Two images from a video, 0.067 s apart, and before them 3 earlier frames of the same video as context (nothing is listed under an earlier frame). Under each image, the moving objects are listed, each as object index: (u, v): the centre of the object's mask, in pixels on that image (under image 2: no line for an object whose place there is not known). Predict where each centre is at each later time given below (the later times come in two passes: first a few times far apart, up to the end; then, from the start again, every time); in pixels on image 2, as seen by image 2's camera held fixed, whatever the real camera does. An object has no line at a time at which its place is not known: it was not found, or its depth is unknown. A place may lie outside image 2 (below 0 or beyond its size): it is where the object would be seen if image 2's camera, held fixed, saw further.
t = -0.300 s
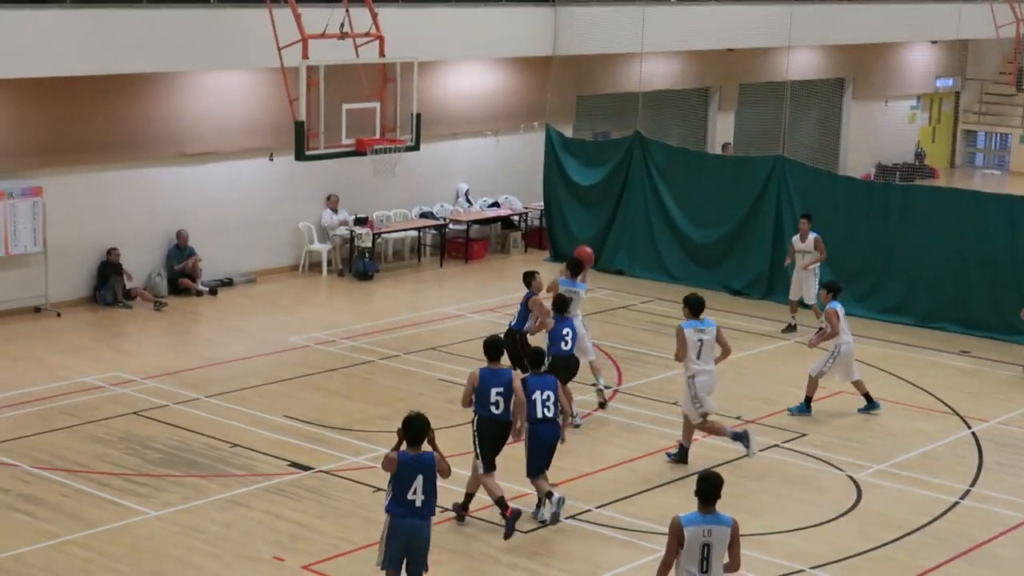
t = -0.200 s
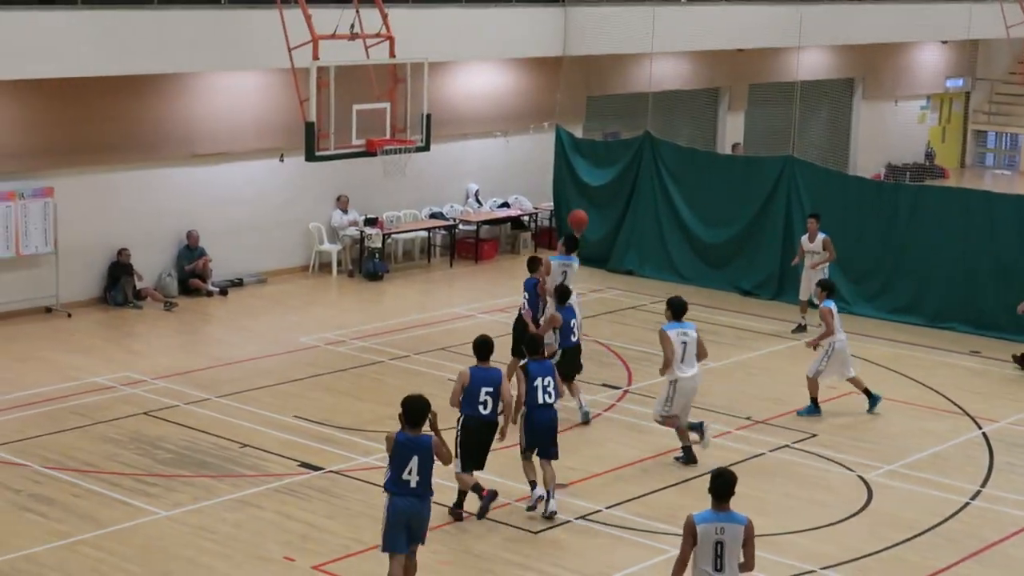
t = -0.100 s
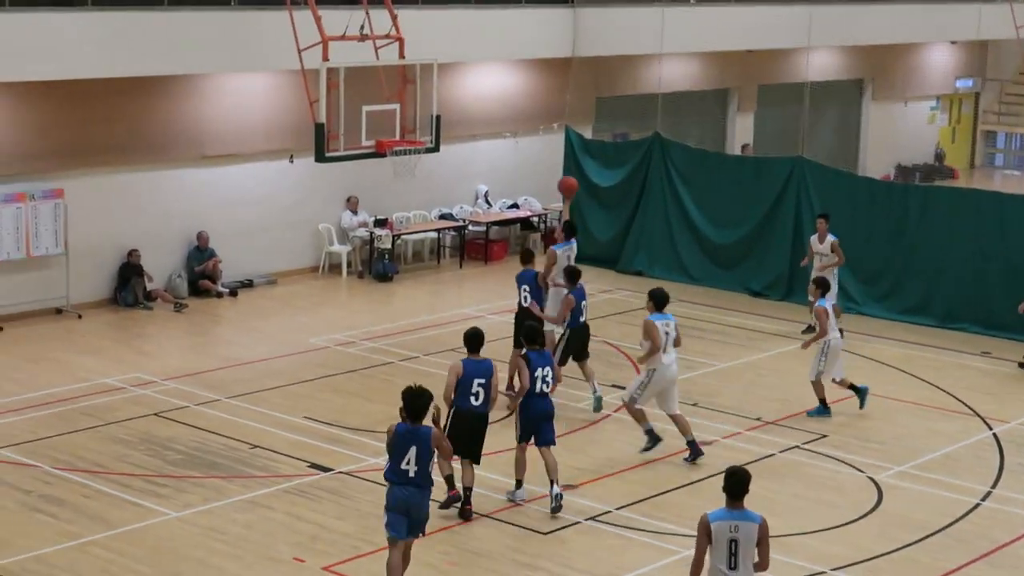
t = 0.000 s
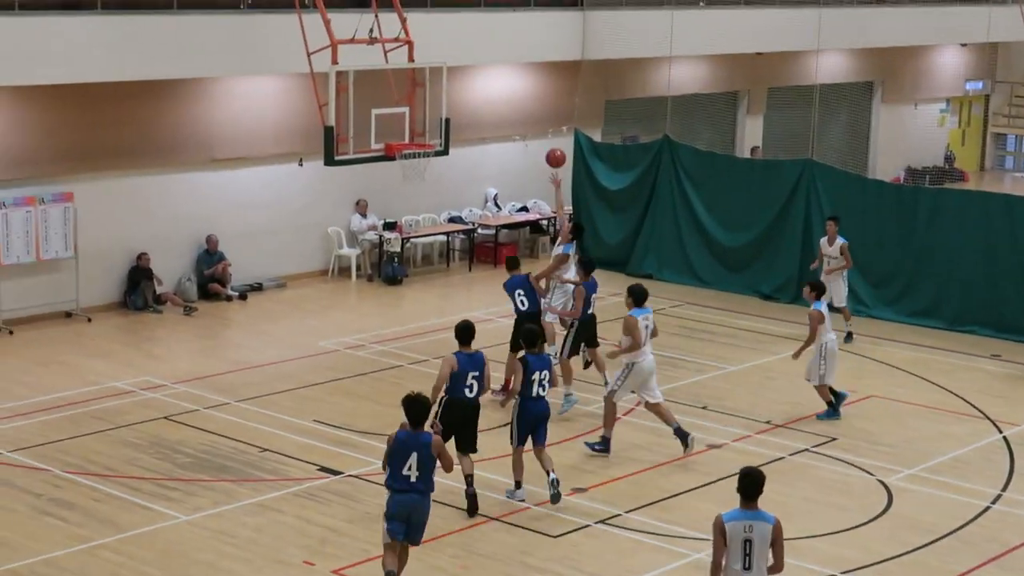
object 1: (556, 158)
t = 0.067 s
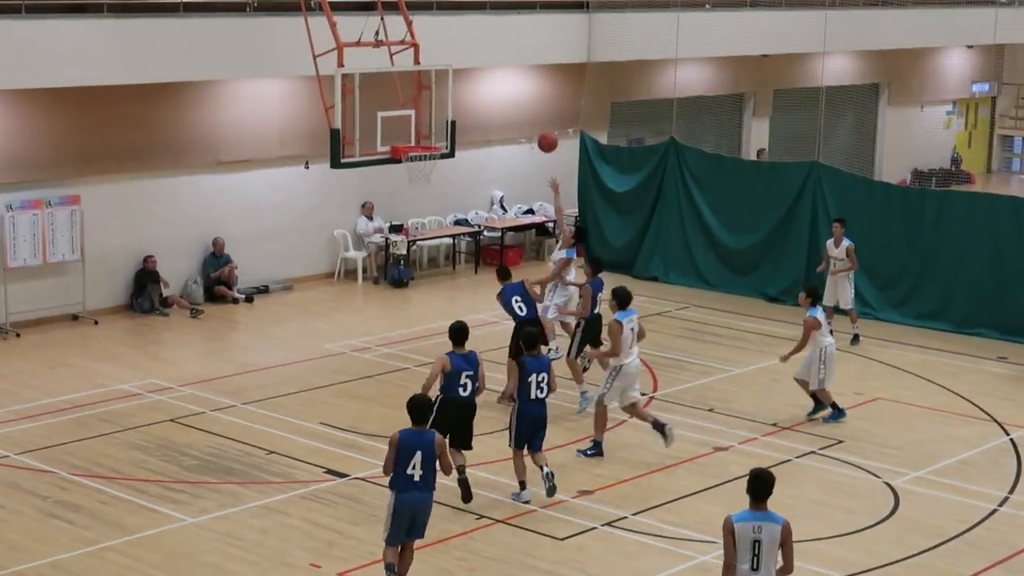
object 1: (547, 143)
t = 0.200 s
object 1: (520, 116)
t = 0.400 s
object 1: (476, 106)
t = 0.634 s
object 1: (424, 138)
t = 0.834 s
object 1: (403, 180)
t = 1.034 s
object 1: (403, 231)
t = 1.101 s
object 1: (402, 257)
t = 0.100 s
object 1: (541, 134)
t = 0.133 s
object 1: (534, 127)
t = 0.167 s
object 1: (526, 121)
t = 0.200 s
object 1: (520, 116)
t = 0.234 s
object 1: (513, 112)
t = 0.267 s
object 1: (506, 108)
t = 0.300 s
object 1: (498, 106)
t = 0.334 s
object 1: (491, 105)
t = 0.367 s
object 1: (483, 105)
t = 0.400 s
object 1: (476, 106)
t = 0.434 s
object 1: (469, 107)
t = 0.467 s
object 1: (461, 110)
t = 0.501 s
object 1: (454, 114)
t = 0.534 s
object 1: (446, 118)
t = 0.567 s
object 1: (438, 125)
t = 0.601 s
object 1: (431, 132)
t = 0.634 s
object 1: (424, 138)
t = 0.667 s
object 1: (417, 143)
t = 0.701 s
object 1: (409, 160)
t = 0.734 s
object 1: (405, 164)
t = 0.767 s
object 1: (403, 170)
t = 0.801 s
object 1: (403, 174)
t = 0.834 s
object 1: (403, 180)
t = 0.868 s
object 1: (403, 186)
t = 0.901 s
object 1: (404, 194)
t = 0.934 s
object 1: (404, 202)
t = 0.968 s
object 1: (404, 211)
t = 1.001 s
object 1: (403, 220)
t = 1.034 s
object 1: (403, 231)
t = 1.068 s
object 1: (403, 244)
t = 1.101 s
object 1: (402, 257)
